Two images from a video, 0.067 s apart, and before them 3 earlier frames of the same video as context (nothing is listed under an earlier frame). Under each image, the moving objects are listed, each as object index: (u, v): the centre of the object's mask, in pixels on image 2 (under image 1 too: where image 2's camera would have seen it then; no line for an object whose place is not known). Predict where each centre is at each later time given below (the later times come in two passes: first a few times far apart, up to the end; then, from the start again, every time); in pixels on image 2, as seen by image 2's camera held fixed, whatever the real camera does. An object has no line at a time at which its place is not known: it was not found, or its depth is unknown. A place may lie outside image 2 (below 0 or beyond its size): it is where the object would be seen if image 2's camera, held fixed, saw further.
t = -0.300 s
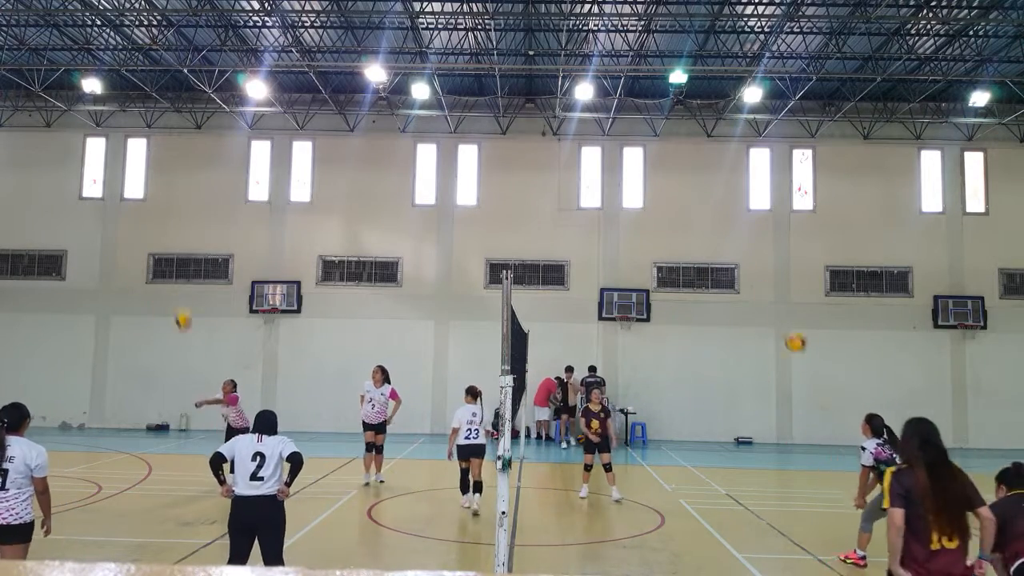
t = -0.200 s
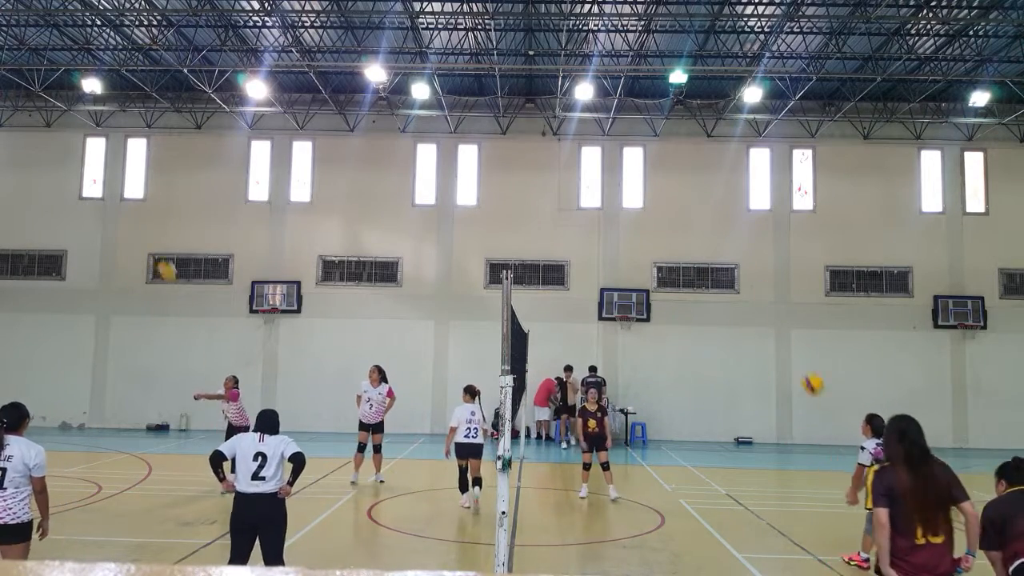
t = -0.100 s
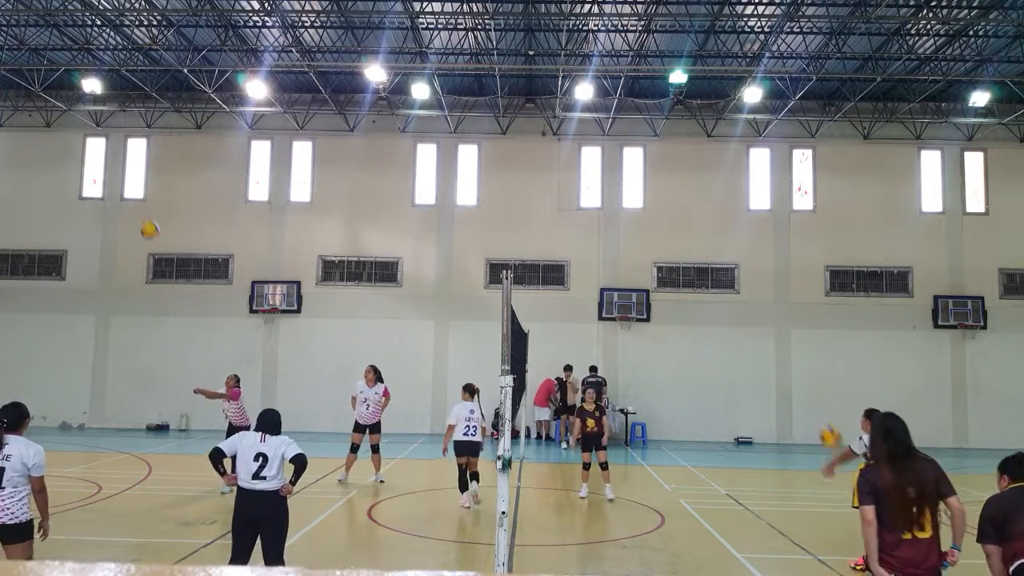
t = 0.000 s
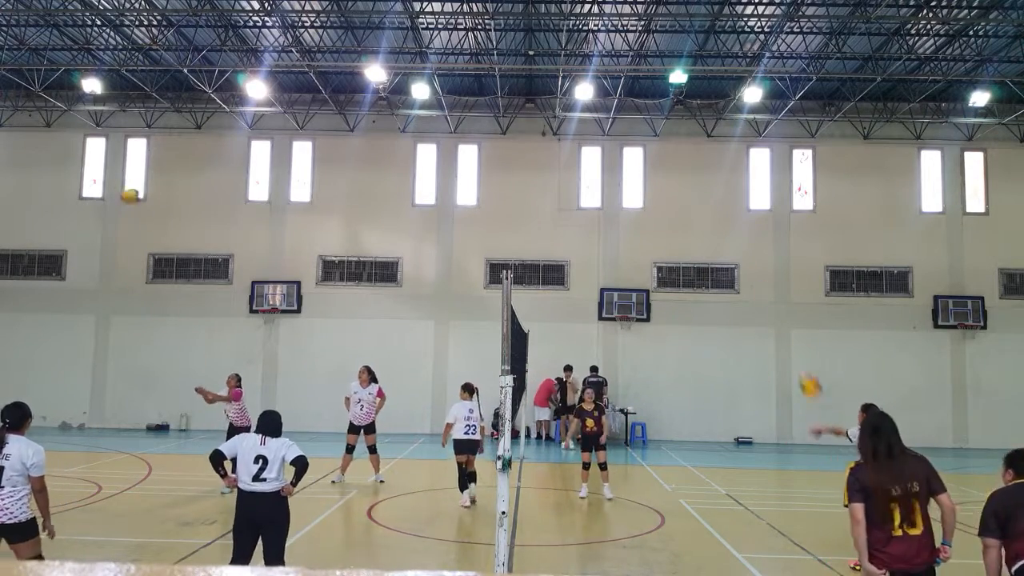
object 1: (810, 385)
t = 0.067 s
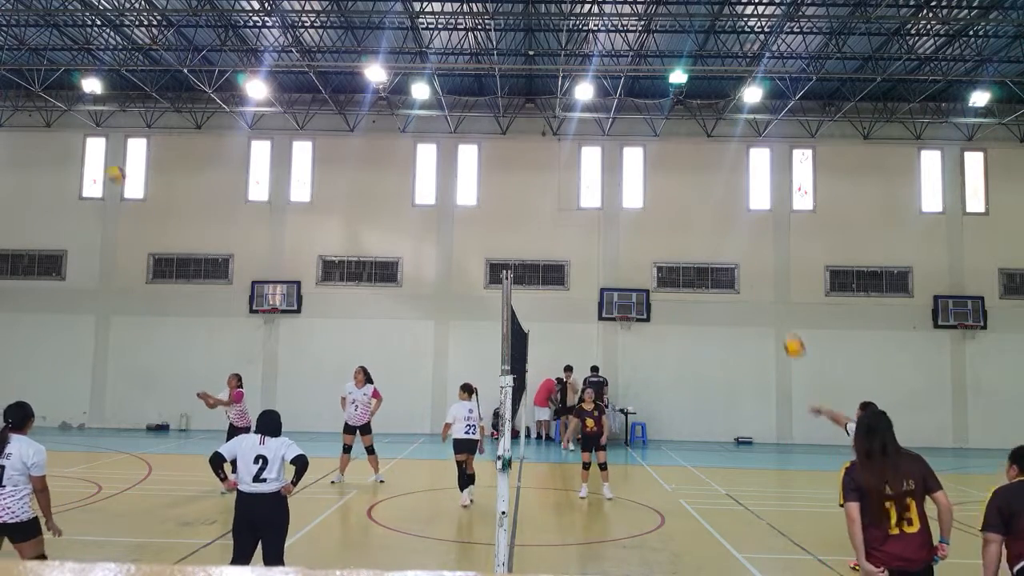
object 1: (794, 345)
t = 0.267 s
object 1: (751, 266)
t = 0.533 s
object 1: (704, 228)
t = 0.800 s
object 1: (664, 248)
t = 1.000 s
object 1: (639, 294)
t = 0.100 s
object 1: (786, 329)
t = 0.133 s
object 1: (778, 314)
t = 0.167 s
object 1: (770, 299)
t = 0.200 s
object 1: (763, 287)
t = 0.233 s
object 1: (757, 276)
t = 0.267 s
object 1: (751, 266)
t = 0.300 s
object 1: (744, 257)
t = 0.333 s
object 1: (738, 251)
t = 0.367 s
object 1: (732, 244)
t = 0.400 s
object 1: (726, 239)
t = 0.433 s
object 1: (720, 234)
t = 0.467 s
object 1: (714, 232)
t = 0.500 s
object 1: (709, 229)
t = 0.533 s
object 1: (704, 228)
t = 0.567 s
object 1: (698, 228)
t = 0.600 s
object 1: (693, 229)
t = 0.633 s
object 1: (688, 230)
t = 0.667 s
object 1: (683, 232)
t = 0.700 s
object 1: (678, 235)
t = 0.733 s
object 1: (673, 238)
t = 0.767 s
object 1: (668, 242)
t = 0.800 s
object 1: (664, 248)
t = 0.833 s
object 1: (658, 254)
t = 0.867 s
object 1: (655, 260)
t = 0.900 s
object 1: (650, 268)
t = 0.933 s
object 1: (646, 276)
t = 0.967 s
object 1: (642, 285)
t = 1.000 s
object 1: (639, 294)
